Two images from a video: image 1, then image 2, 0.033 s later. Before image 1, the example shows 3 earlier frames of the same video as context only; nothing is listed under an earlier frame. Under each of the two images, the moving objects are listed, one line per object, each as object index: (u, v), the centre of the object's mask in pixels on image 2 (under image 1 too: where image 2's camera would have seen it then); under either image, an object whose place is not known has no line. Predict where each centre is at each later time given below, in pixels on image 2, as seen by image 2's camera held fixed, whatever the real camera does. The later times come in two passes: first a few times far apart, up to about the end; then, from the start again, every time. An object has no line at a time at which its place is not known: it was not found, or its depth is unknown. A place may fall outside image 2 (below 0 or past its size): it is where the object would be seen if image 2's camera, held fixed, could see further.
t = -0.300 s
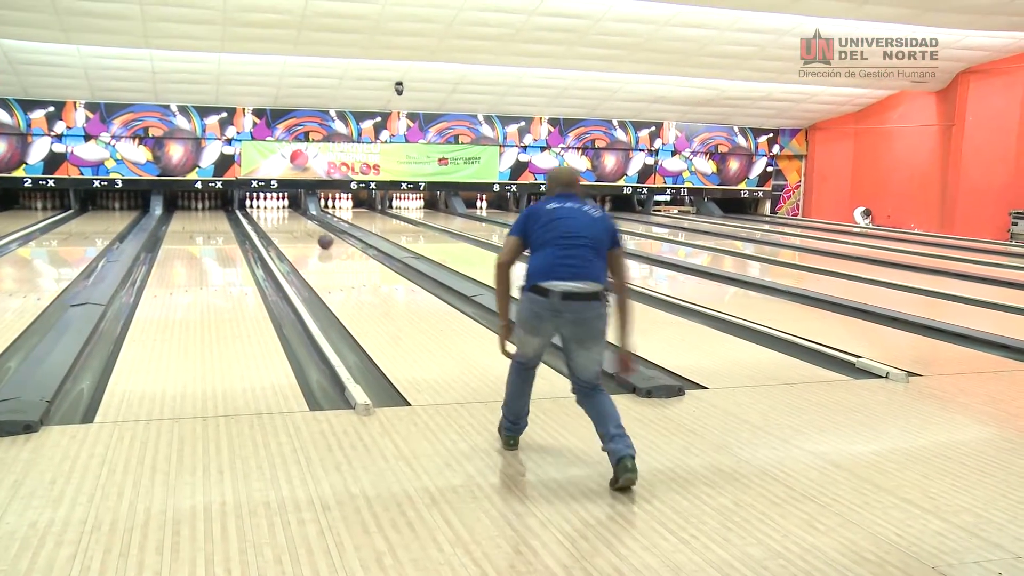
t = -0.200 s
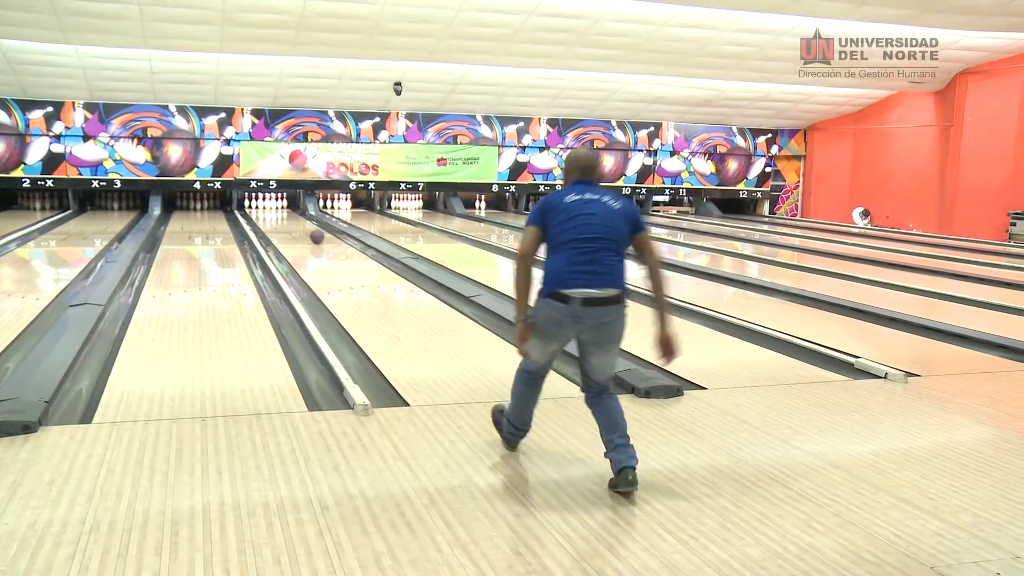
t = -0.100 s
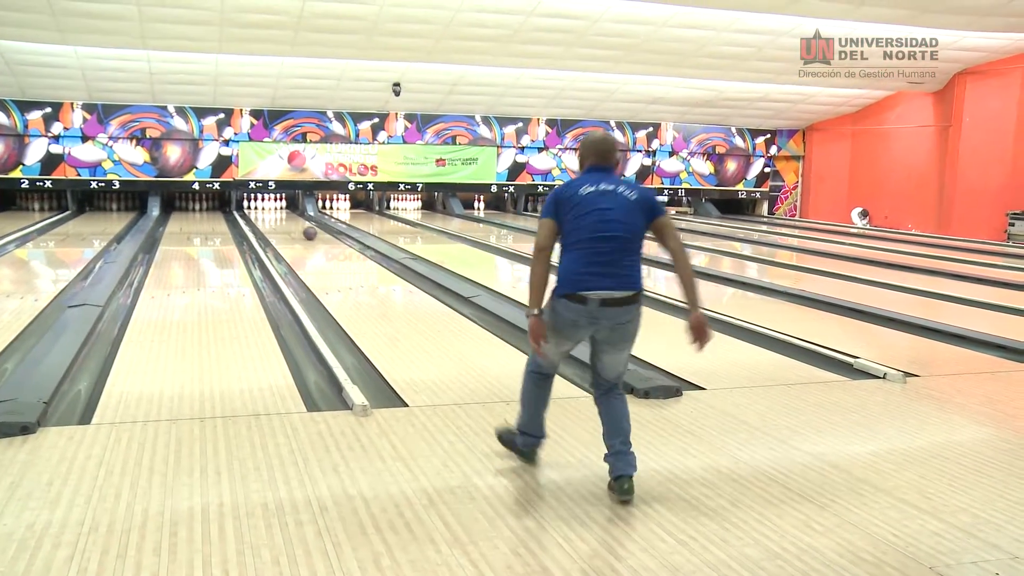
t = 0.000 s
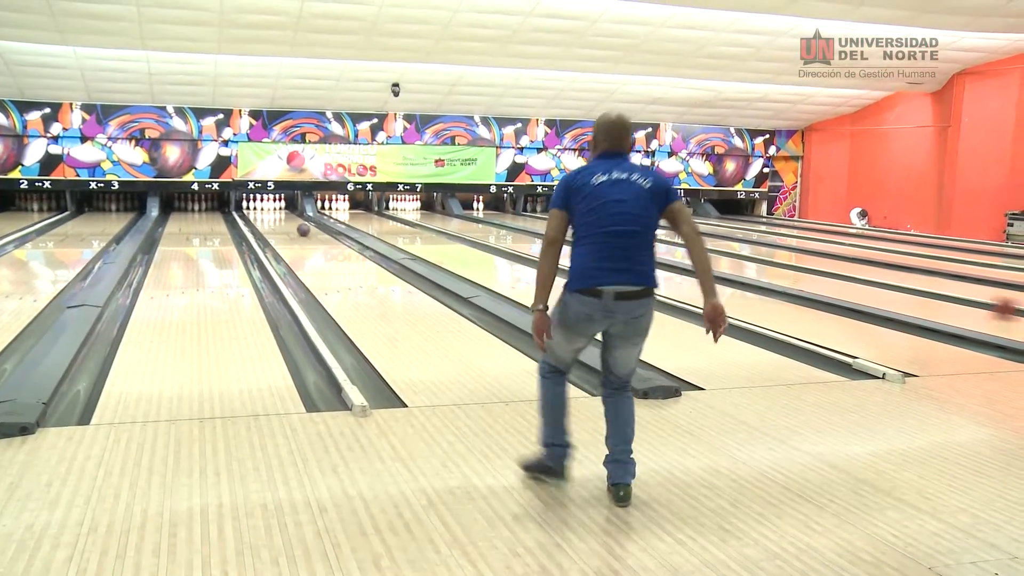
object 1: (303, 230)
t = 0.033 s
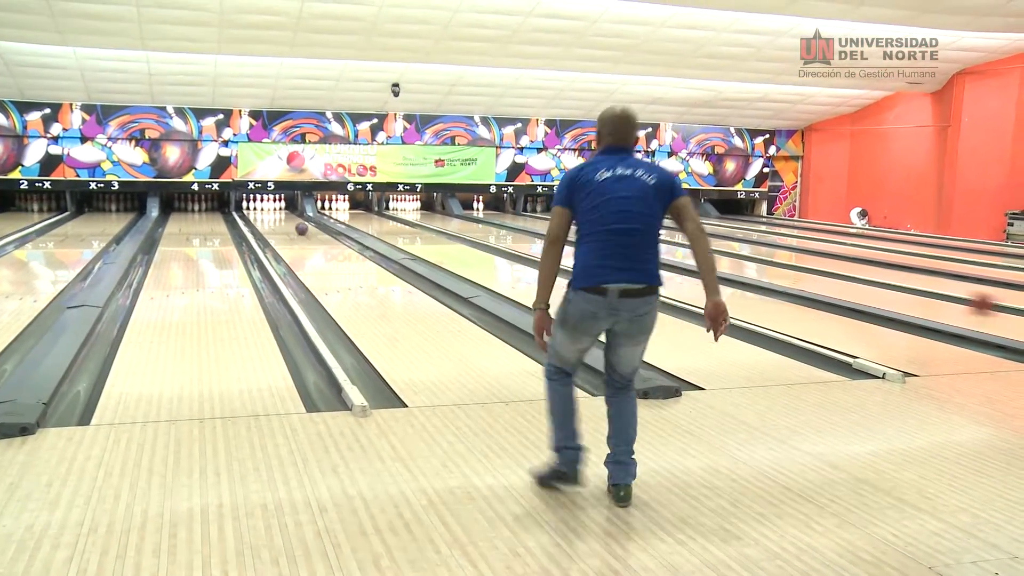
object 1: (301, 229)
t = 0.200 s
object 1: (293, 225)
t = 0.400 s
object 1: (286, 219)
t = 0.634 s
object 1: (279, 215)
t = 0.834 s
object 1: (274, 212)
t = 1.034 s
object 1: (273, 210)
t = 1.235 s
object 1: (279, 211)
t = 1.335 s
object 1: (281, 212)
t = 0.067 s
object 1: (300, 228)
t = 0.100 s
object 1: (298, 227)
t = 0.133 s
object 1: (297, 227)
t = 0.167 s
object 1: (295, 226)
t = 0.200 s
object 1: (293, 225)
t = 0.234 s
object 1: (292, 223)
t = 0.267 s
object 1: (291, 223)
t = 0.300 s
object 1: (290, 221)
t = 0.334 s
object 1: (288, 221)
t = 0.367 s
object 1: (287, 220)
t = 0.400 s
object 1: (286, 219)
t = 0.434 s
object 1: (285, 218)
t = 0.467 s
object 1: (284, 218)
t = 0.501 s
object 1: (283, 217)
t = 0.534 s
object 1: (282, 217)
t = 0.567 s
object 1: (280, 216)
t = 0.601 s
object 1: (280, 216)
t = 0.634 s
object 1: (279, 215)
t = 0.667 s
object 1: (278, 214)
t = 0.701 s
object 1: (277, 214)
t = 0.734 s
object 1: (276, 213)
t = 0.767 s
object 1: (275, 213)
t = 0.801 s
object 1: (274, 212)
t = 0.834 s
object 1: (274, 212)
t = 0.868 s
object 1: (273, 211)
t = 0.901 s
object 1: (272, 211)
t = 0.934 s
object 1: (272, 211)
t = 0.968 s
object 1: (271, 210)
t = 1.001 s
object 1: (273, 211)
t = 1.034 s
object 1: (273, 210)
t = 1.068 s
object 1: (274, 210)
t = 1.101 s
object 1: (276, 210)
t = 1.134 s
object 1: (278, 210)
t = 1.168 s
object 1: (278, 211)
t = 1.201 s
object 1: (279, 210)
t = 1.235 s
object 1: (279, 211)
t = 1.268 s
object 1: (280, 212)
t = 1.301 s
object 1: (281, 212)
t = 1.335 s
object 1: (281, 212)
